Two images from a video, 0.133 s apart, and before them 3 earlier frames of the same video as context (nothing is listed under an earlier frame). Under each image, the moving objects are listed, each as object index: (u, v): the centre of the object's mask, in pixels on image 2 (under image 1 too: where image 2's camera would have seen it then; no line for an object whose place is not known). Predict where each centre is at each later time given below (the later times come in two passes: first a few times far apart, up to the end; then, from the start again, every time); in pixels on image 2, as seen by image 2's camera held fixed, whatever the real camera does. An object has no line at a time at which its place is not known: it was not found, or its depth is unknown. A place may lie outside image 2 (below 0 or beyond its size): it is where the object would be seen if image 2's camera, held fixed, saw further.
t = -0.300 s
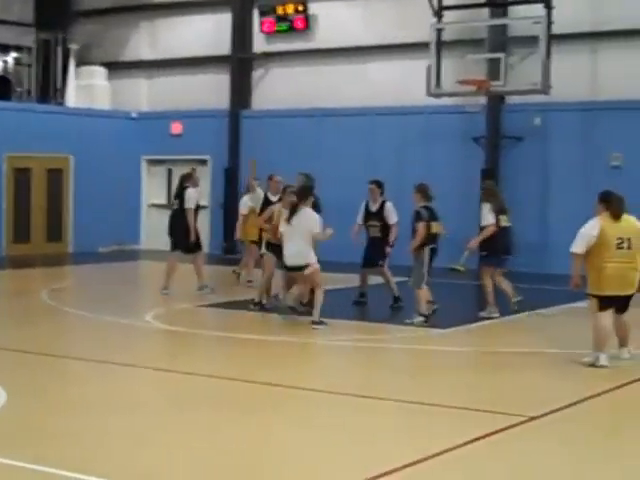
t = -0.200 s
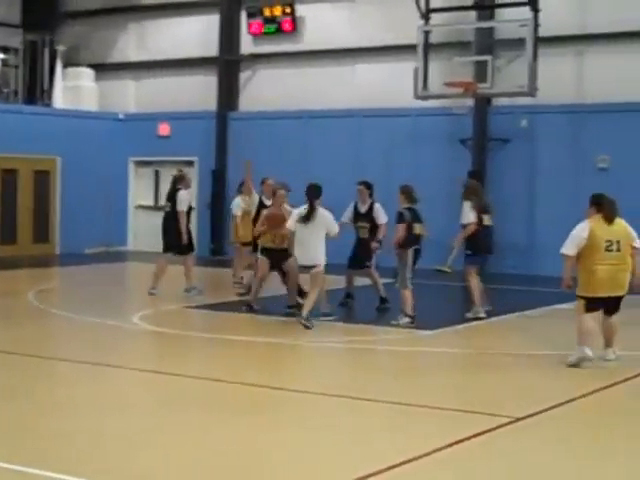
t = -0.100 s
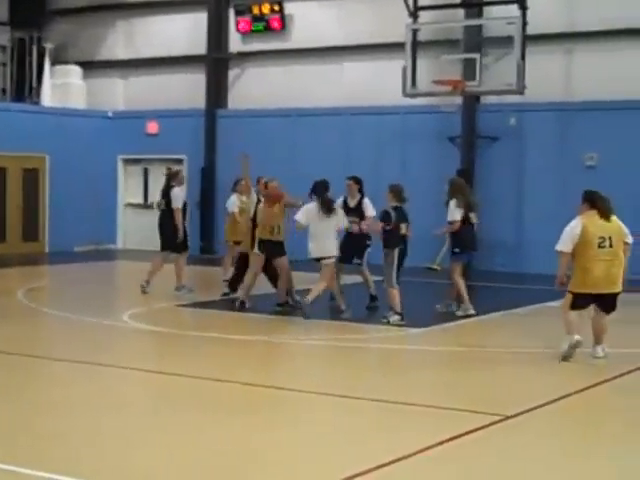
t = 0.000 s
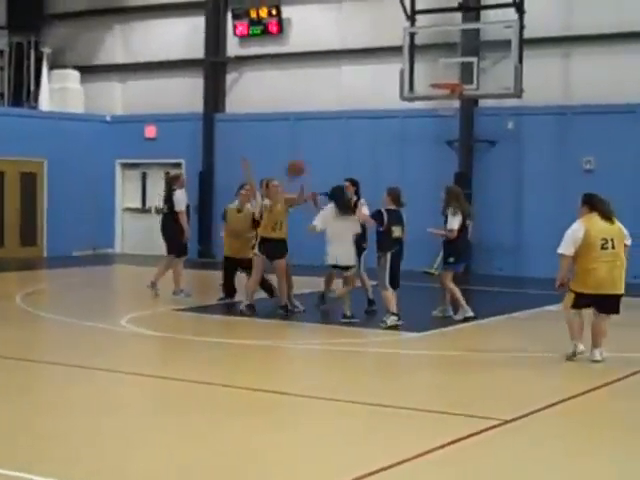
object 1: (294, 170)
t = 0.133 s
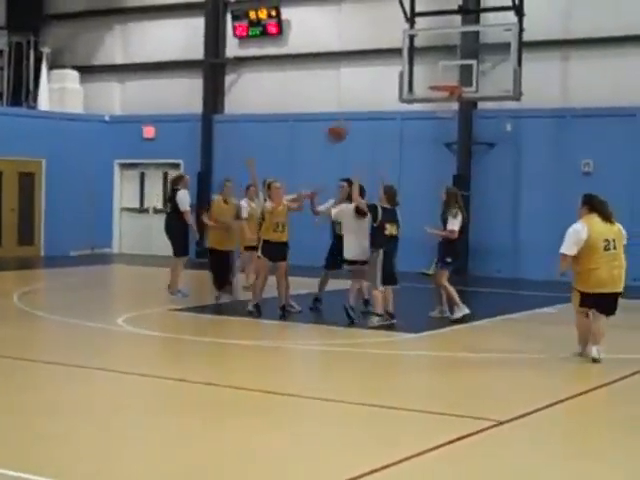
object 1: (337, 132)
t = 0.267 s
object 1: (381, 110)
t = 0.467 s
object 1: (455, 101)
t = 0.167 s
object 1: (347, 126)
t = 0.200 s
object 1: (358, 120)
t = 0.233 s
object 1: (370, 114)
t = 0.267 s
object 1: (381, 110)
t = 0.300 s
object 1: (392, 108)
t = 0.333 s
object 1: (404, 104)
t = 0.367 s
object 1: (417, 102)
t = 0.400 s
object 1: (428, 102)
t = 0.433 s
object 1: (442, 102)
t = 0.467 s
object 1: (455, 101)
